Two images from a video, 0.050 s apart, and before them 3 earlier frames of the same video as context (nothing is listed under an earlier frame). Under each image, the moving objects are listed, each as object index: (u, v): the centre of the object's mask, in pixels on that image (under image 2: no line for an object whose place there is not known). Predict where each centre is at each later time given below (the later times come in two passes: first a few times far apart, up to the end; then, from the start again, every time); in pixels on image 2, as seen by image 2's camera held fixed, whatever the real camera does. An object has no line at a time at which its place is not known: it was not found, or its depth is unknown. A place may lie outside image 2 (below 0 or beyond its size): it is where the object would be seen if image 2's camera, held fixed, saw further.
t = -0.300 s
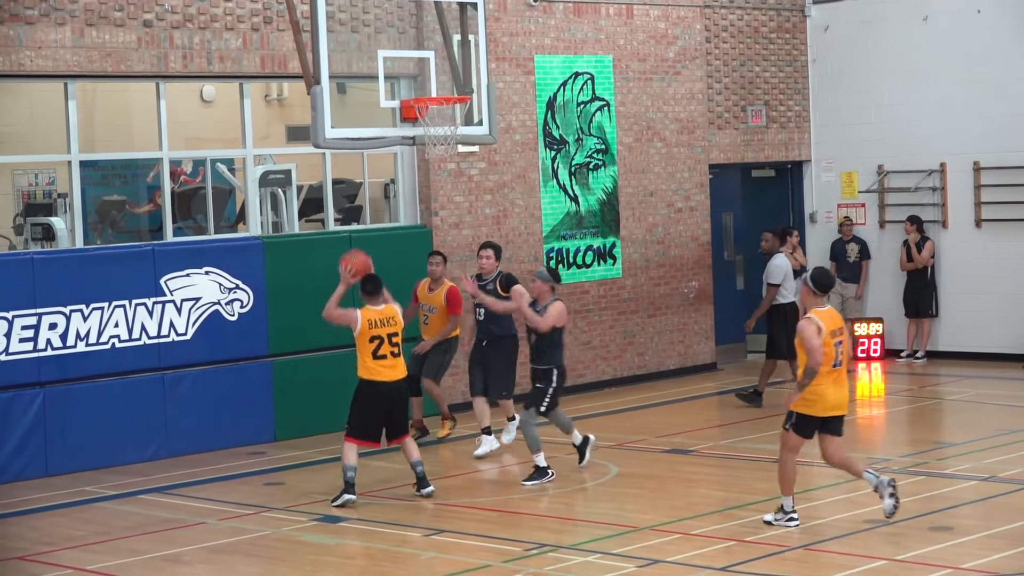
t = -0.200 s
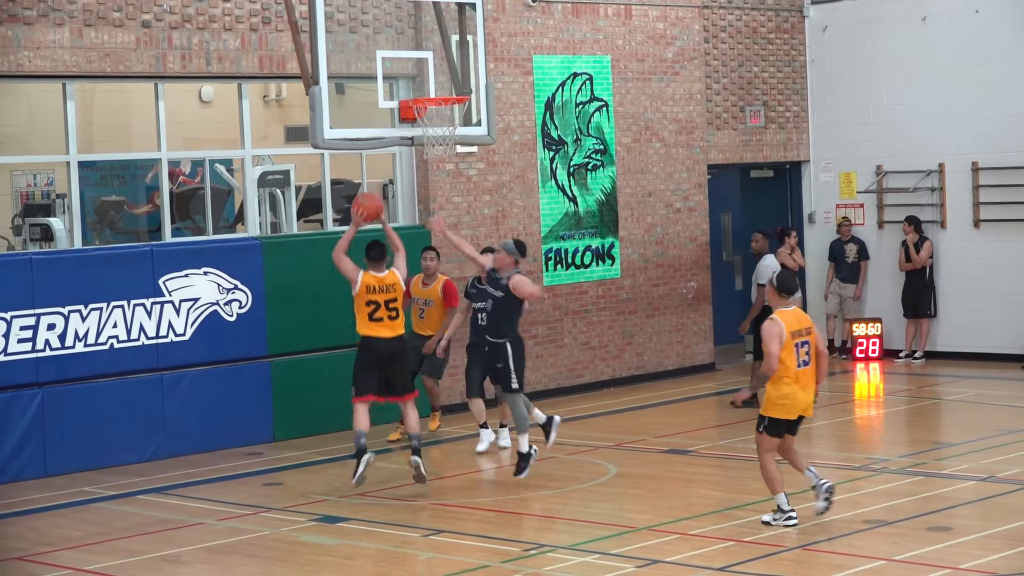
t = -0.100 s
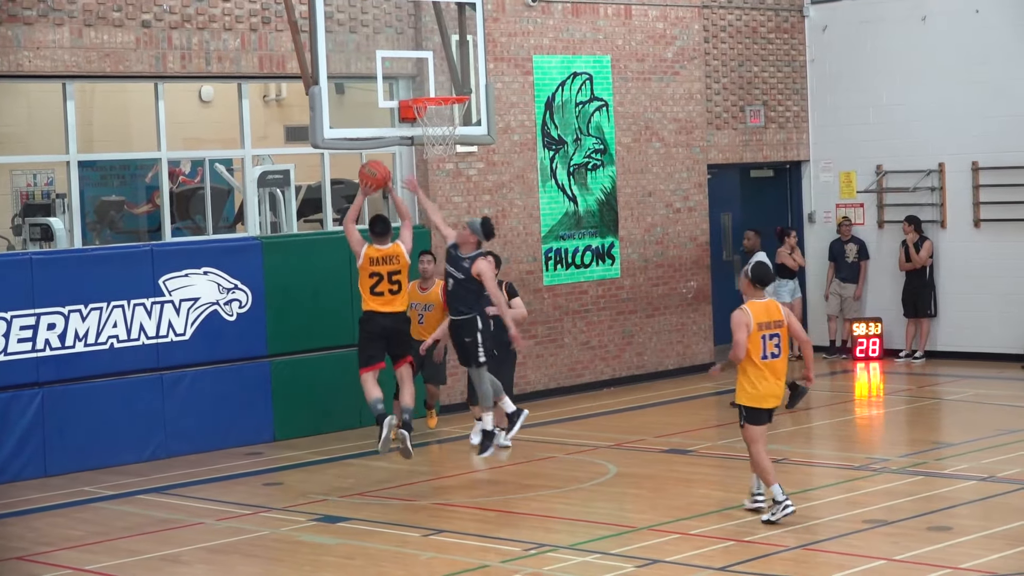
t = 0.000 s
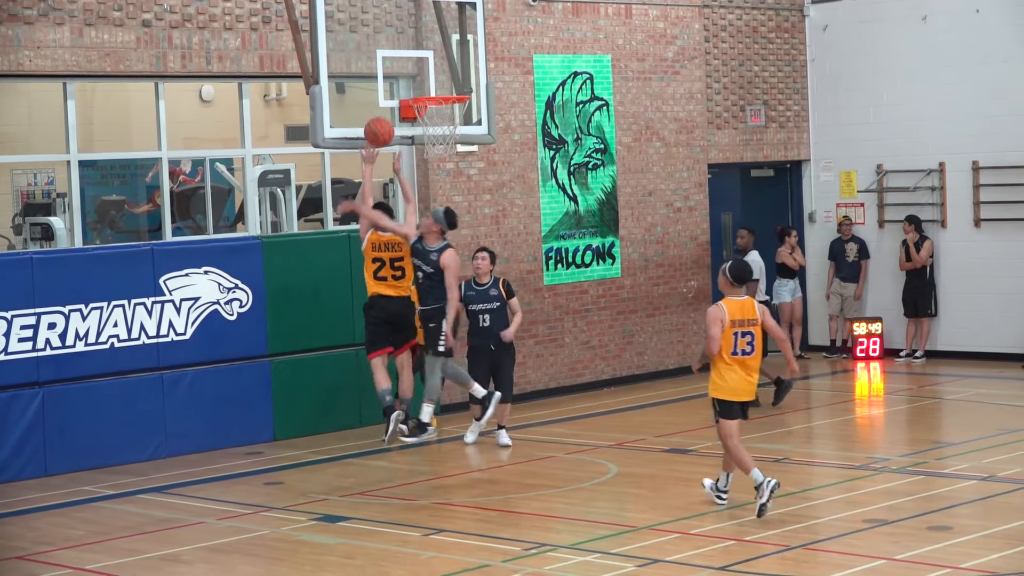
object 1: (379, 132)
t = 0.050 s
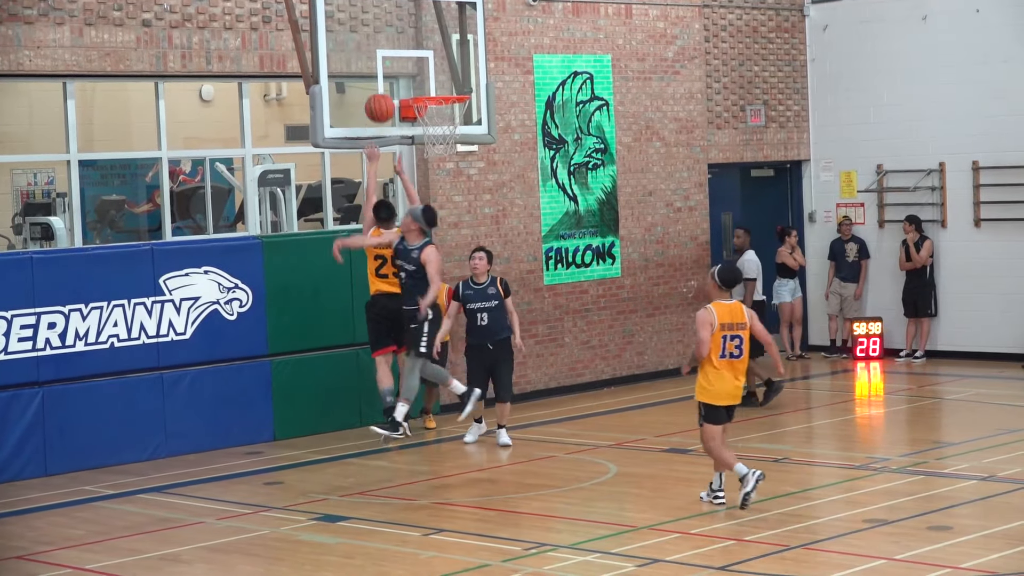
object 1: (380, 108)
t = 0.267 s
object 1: (410, 70)
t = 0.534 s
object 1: (447, 84)
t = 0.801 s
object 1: (443, 131)
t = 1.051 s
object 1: (429, 235)
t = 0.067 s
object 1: (380, 101)
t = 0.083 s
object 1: (381, 94)
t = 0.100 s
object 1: (381, 88)
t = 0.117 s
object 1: (381, 82)
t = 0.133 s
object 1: (382, 78)
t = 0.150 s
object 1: (385, 76)
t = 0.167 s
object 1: (389, 74)
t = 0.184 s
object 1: (393, 72)
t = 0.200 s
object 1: (396, 71)
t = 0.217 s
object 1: (399, 70)
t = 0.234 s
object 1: (403, 70)
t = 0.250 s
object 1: (406, 69)
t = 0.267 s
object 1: (410, 70)
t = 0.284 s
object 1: (413, 70)
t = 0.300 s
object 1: (417, 71)
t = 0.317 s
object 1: (420, 72)
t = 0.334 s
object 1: (424, 74)
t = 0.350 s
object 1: (428, 75)
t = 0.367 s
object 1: (431, 77)
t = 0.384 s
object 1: (435, 80)
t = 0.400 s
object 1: (439, 82)
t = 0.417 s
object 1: (440, 83)
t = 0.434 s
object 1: (441, 83)
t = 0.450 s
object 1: (442, 82)
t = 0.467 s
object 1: (443, 82)
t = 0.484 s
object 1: (444, 82)
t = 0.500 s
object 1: (445, 82)
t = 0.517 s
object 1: (446, 83)
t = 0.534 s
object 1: (447, 84)
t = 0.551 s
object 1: (449, 85)
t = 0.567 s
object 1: (449, 86)
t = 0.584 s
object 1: (450, 87)
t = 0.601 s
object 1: (451, 88)
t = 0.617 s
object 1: (453, 96)
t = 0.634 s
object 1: (454, 100)
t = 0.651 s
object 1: (453, 102)
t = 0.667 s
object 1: (452, 104)
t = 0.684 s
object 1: (452, 107)
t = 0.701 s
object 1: (451, 110)
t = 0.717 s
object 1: (449, 112)
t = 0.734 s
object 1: (448, 115)
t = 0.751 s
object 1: (446, 118)
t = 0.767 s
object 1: (445, 123)
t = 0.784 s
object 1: (444, 127)
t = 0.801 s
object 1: (443, 131)
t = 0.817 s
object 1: (442, 136)
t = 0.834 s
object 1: (441, 141)
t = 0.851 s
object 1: (441, 146)
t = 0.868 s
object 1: (440, 151)
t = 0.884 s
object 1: (438, 158)
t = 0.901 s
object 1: (438, 166)
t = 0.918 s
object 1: (436, 170)
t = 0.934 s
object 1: (435, 177)
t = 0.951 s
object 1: (434, 184)
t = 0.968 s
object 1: (433, 192)
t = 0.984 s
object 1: (433, 200)
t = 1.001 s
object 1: (432, 208)
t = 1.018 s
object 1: (431, 217)
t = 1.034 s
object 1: (430, 225)
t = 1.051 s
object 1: (429, 235)
